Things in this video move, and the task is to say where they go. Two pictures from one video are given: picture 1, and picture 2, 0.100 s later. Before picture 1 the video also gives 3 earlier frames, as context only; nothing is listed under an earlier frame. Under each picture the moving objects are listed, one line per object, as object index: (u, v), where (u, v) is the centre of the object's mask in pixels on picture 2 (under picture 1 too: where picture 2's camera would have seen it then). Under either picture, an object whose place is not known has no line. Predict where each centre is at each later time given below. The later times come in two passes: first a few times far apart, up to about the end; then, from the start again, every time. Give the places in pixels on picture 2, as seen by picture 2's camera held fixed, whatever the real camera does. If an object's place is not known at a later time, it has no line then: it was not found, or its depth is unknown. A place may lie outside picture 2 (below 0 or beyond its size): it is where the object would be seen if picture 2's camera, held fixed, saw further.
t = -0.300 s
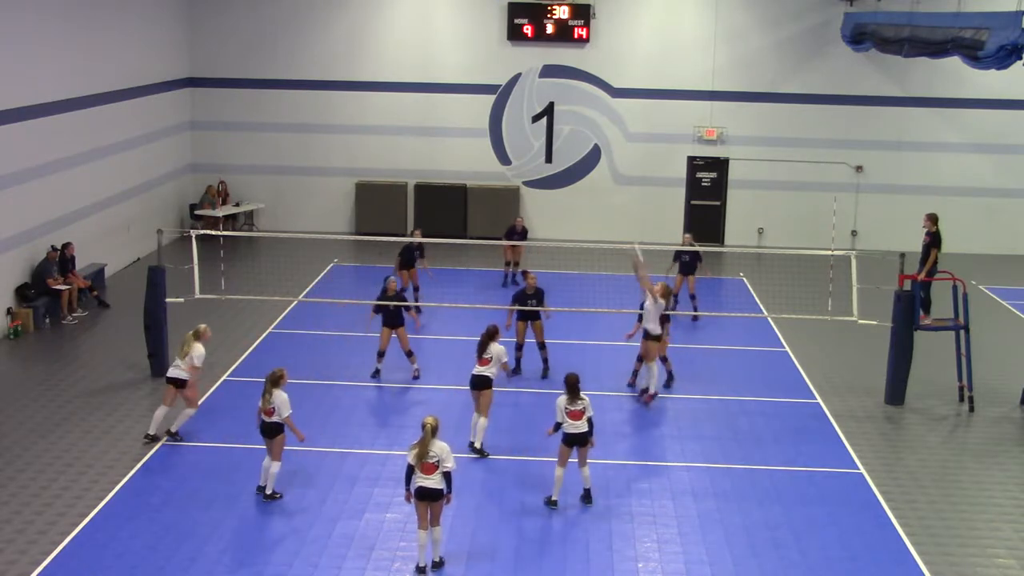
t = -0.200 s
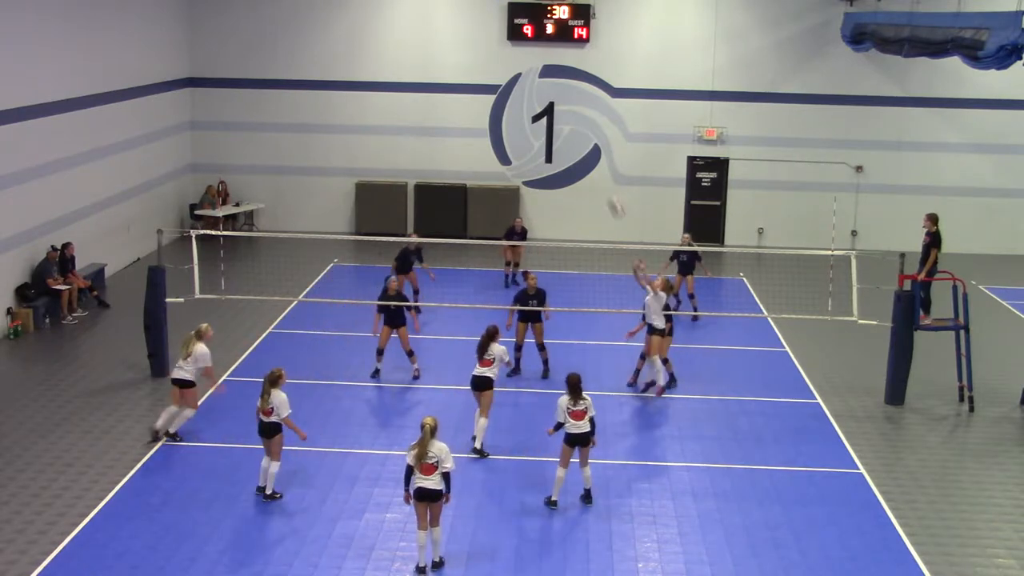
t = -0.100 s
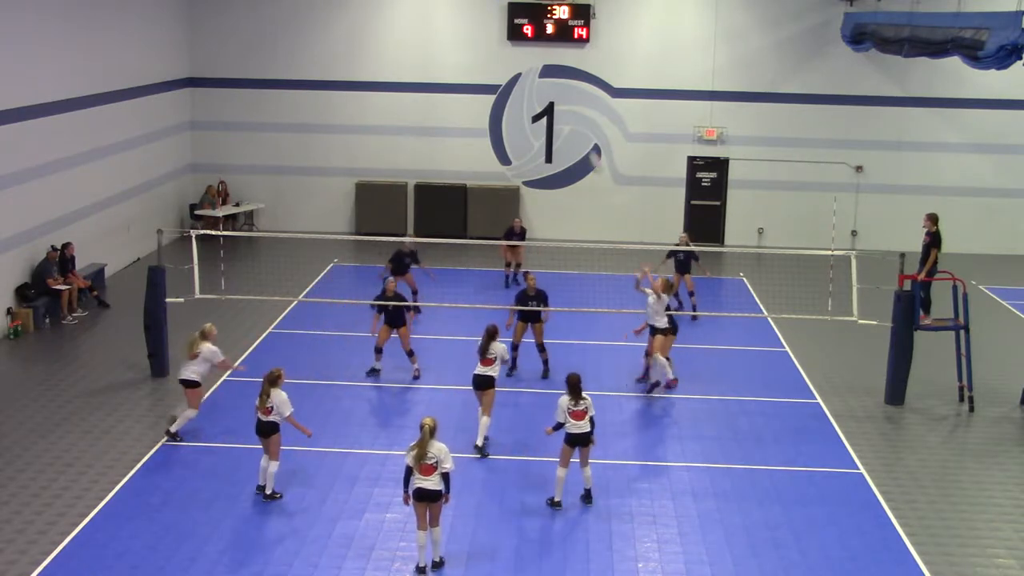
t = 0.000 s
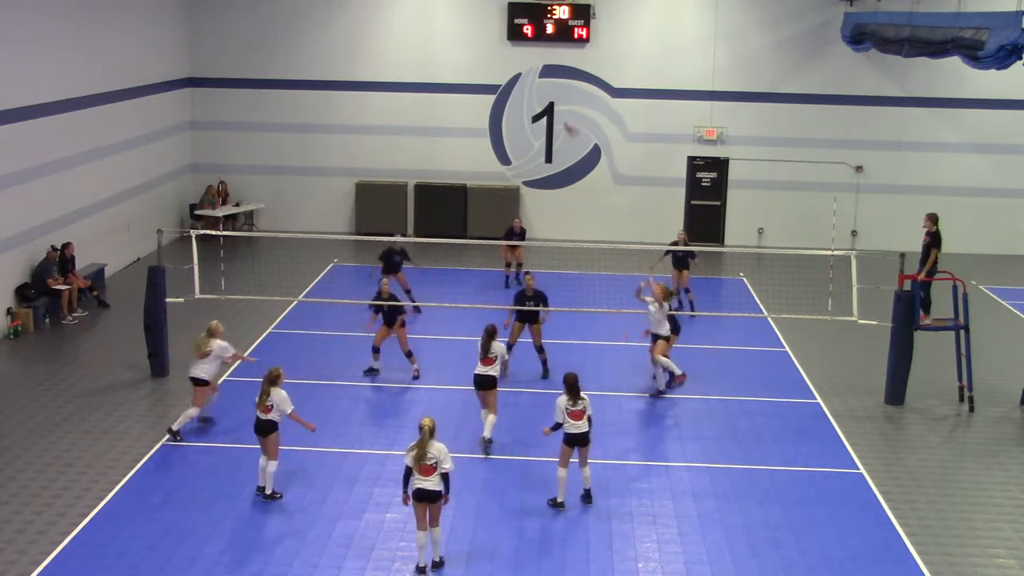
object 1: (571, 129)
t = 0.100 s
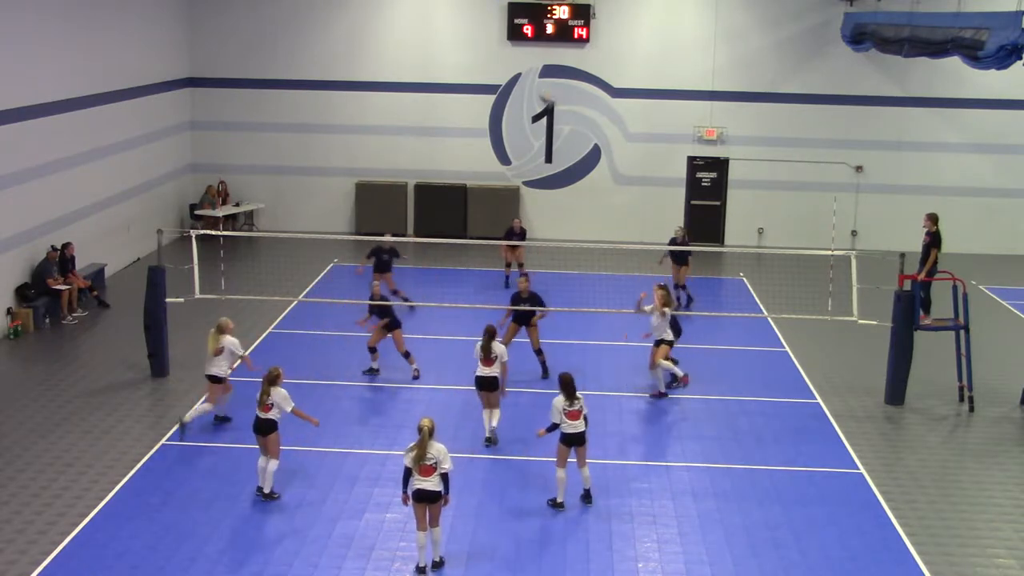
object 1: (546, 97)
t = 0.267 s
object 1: (509, 68)
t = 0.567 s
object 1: (439, 62)
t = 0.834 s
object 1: (378, 111)
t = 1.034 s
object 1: (335, 178)
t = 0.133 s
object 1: (539, 90)
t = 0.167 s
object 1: (532, 84)
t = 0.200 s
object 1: (526, 78)
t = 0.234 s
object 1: (517, 72)
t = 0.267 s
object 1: (509, 68)
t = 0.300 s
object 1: (501, 63)
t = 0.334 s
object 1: (493, 61)
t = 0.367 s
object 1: (486, 58)
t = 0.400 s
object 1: (477, 57)
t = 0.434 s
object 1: (470, 57)
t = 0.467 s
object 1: (462, 57)
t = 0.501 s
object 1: (455, 57)
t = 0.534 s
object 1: (446, 60)
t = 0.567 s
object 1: (439, 62)
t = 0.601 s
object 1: (431, 65)
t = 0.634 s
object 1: (423, 69)
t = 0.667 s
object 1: (416, 74)
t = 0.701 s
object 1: (409, 77)
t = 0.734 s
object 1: (399, 86)
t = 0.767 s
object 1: (393, 93)
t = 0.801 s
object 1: (385, 102)
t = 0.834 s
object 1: (378, 111)
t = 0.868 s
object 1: (372, 120)
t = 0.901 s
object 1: (364, 129)
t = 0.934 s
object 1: (357, 142)
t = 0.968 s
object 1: (350, 153)
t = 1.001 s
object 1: (343, 164)
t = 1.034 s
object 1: (335, 178)
